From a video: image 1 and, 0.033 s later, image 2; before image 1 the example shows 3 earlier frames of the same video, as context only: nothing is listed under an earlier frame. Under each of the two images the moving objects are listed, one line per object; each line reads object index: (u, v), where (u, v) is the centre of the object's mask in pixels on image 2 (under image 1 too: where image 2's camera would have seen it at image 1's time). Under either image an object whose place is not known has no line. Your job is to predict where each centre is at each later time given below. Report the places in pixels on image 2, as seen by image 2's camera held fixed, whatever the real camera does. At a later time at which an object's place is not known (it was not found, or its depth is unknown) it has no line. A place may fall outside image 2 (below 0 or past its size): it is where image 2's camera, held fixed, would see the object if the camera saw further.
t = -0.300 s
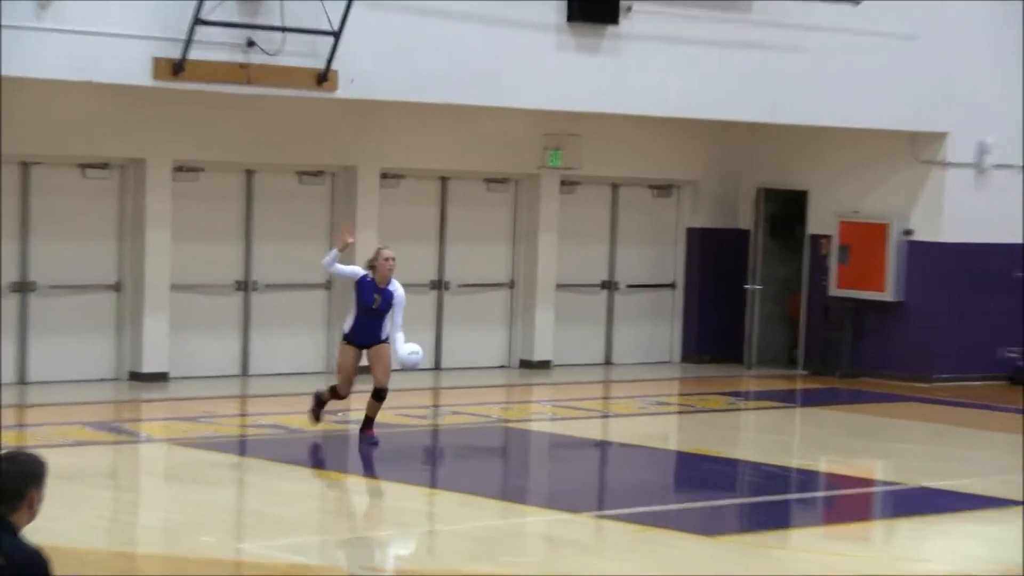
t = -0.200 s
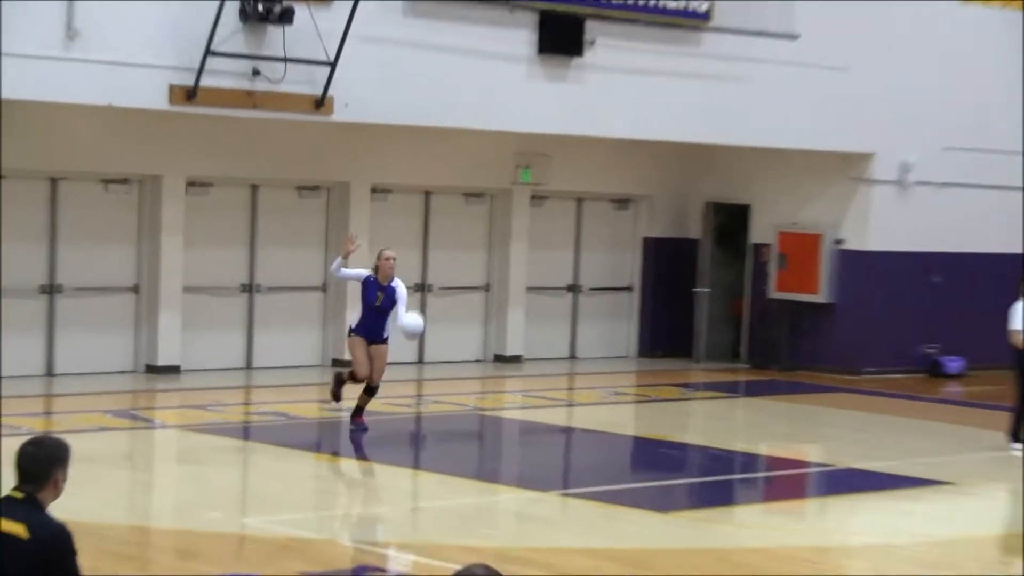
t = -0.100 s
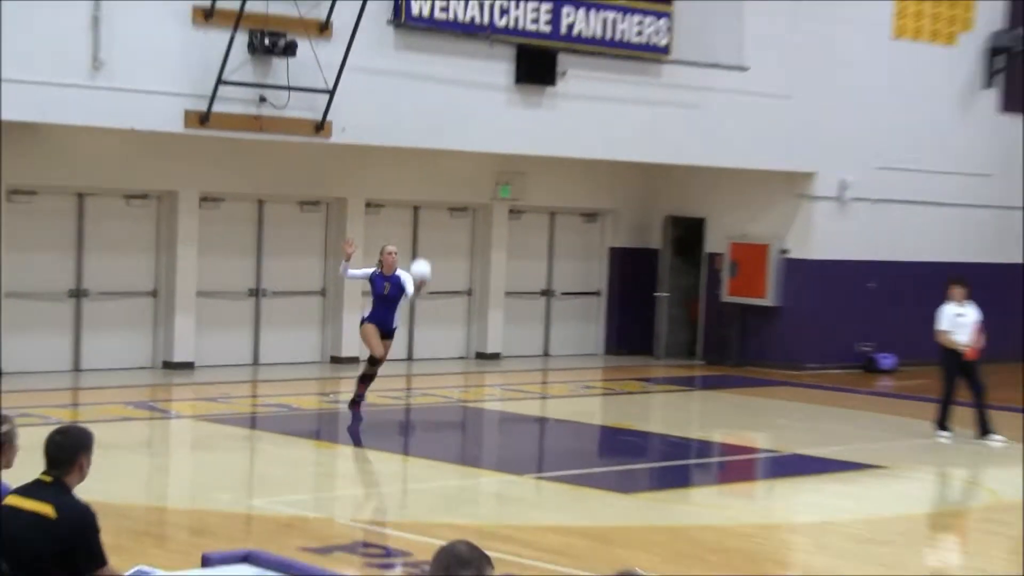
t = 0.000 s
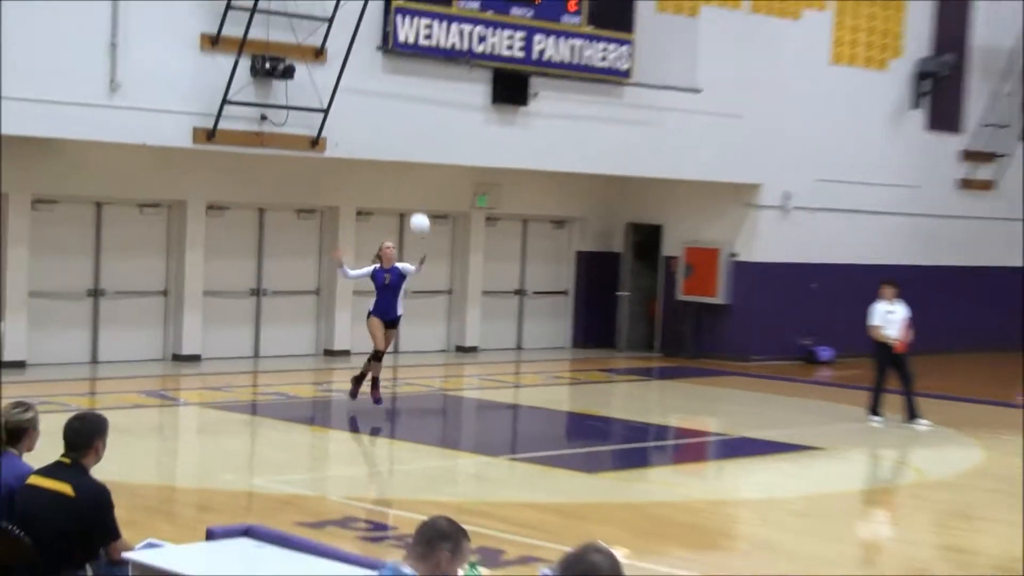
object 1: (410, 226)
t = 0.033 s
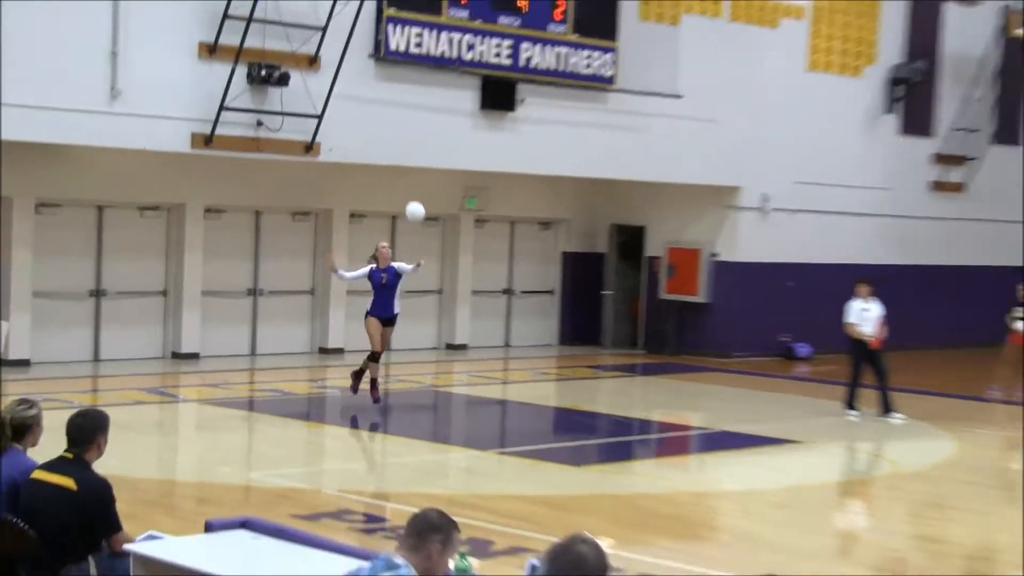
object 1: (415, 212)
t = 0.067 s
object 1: (420, 199)
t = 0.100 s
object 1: (424, 186)
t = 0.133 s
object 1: (428, 177)
